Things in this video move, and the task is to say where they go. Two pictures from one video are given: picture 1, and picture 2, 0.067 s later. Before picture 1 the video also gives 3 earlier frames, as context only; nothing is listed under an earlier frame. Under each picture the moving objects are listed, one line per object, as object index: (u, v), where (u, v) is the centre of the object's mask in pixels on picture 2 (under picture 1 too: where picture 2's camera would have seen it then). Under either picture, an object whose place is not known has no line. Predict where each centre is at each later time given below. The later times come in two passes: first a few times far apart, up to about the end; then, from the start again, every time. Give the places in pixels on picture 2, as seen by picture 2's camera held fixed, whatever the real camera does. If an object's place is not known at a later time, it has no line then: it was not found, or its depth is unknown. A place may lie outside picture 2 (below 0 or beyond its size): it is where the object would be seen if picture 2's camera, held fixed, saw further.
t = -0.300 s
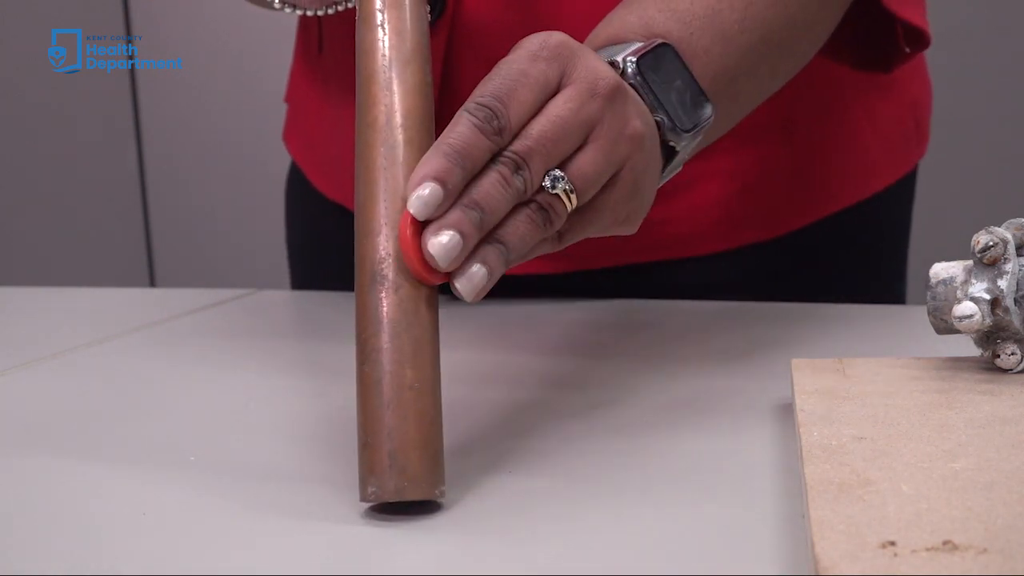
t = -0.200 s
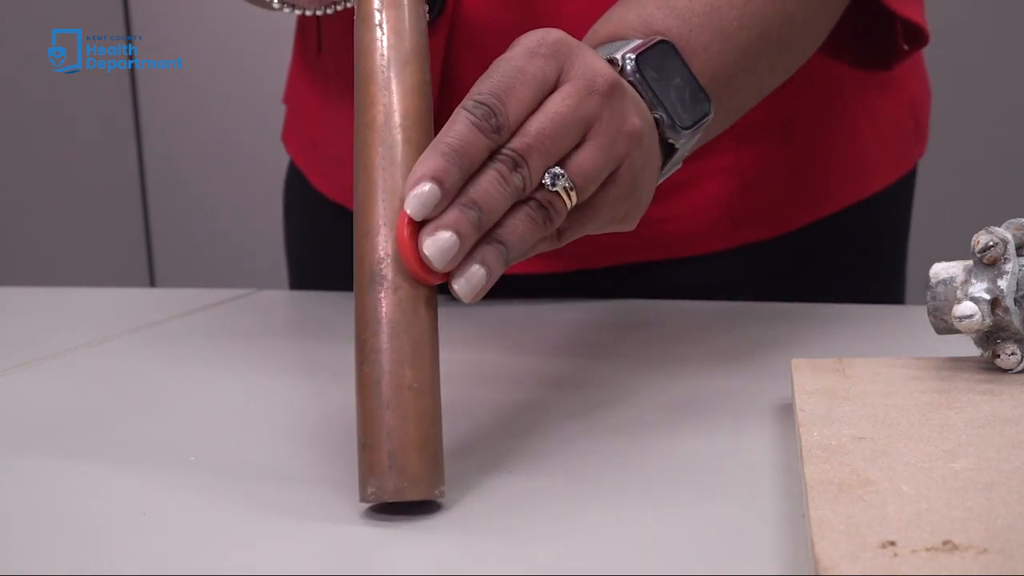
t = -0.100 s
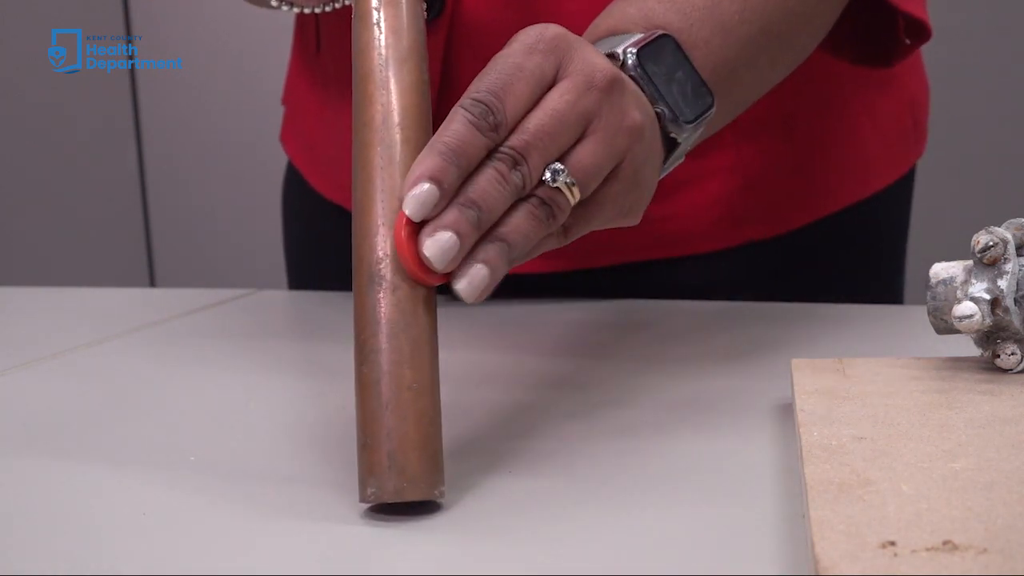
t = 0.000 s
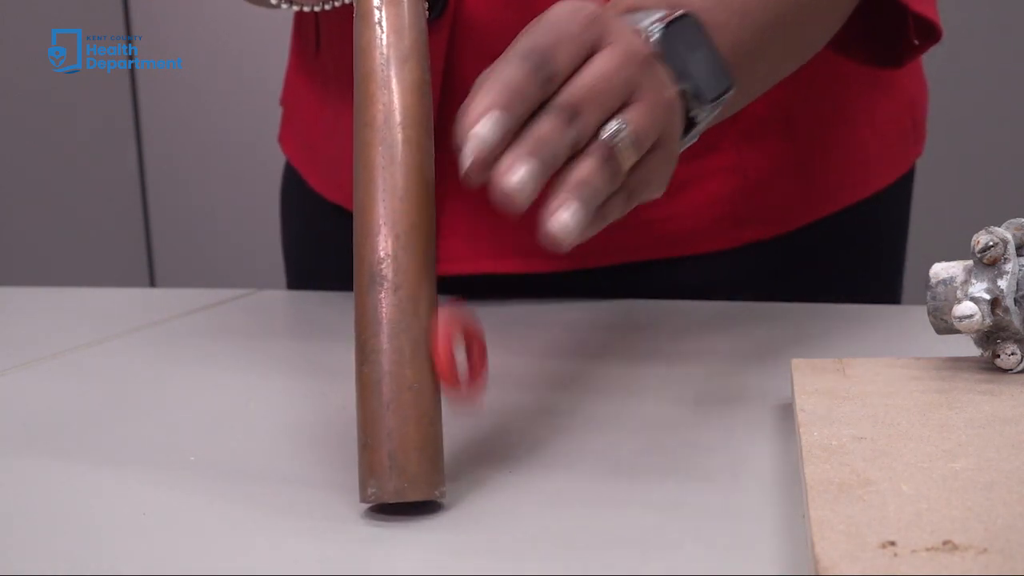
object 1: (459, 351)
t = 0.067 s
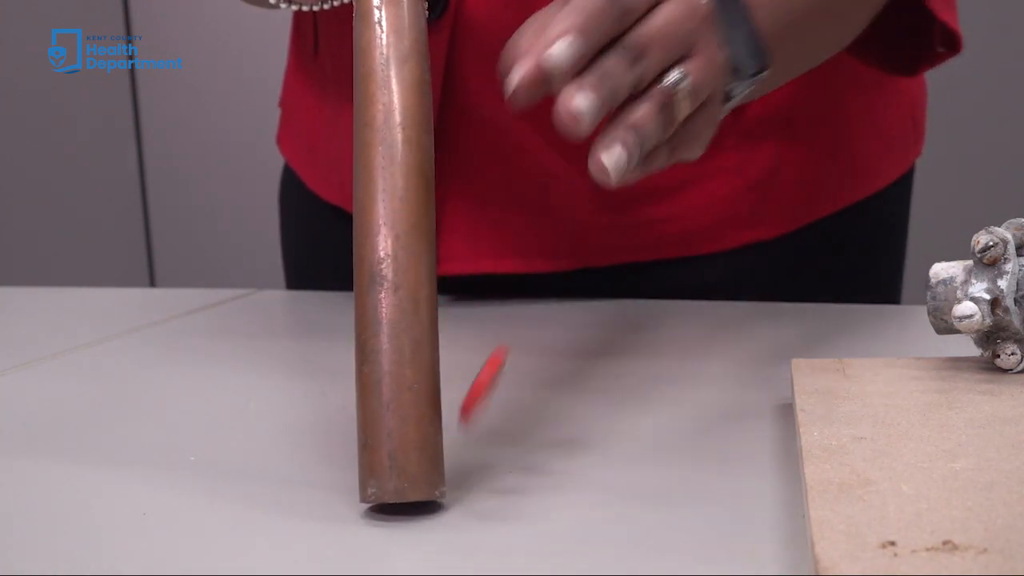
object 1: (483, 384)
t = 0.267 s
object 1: (545, 384)
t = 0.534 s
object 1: (574, 457)
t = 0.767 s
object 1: (583, 523)
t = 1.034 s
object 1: (592, 535)
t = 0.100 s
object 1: (492, 352)
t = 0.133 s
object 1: (503, 348)
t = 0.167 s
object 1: (514, 373)
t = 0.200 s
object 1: (527, 432)
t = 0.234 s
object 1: (538, 417)
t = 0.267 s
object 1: (545, 384)
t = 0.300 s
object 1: (553, 379)
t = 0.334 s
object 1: (564, 405)
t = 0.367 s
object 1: (578, 469)
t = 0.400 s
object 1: (580, 465)
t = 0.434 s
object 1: (577, 440)
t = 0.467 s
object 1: (573, 440)
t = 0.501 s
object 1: (570, 472)
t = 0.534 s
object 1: (574, 457)
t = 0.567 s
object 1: (581, 467)
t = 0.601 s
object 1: (591, 511)
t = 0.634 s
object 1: (591, 517)
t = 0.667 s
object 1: (590, 514)
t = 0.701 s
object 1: (589, 525)
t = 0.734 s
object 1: (585, 524)
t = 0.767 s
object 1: (583, 523)
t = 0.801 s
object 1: (579, 533)
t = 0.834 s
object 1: (581, 526)
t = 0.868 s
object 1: (582, 540)
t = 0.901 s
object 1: (583, 531)
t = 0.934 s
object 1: (586, 542)
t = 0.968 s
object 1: (588, 535)
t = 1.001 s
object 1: (592, 542)
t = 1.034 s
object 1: (592, 535)
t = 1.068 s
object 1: (594, 539)
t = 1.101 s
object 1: (593, 537)
